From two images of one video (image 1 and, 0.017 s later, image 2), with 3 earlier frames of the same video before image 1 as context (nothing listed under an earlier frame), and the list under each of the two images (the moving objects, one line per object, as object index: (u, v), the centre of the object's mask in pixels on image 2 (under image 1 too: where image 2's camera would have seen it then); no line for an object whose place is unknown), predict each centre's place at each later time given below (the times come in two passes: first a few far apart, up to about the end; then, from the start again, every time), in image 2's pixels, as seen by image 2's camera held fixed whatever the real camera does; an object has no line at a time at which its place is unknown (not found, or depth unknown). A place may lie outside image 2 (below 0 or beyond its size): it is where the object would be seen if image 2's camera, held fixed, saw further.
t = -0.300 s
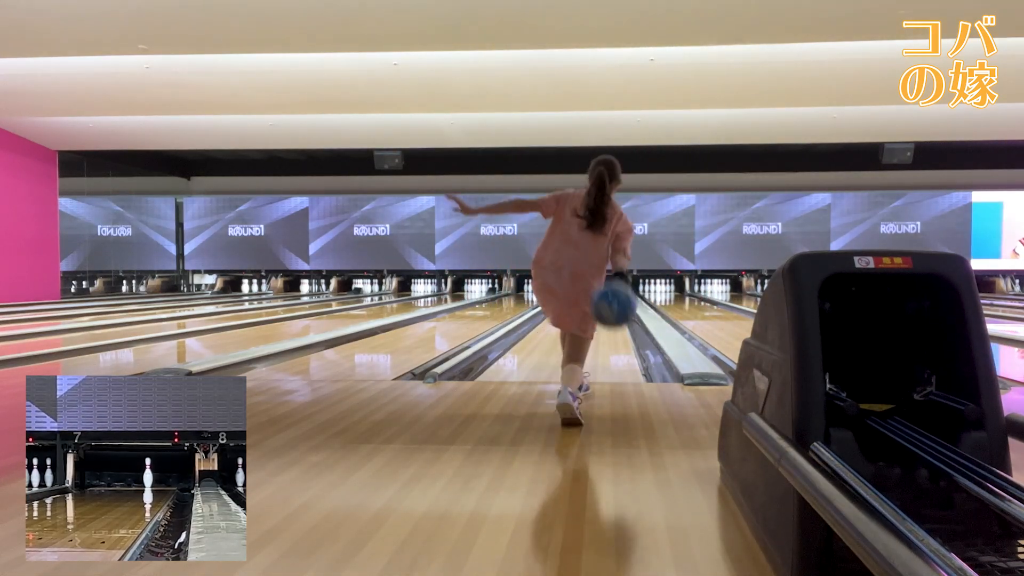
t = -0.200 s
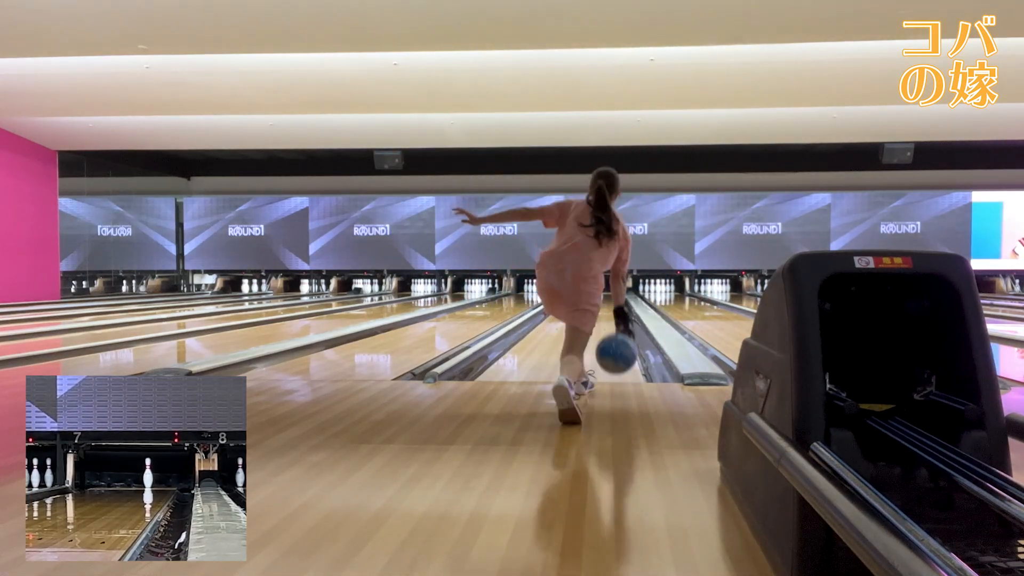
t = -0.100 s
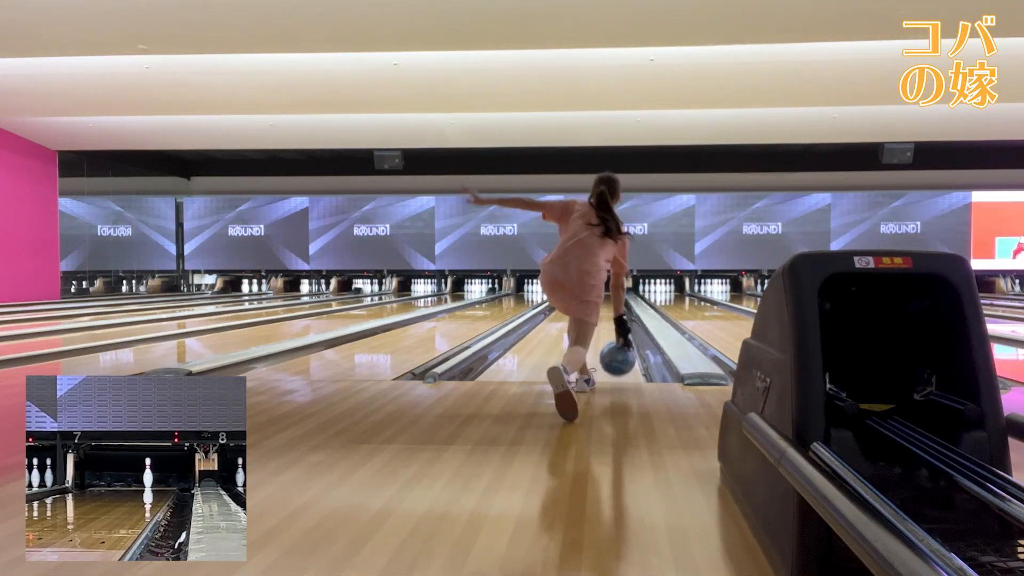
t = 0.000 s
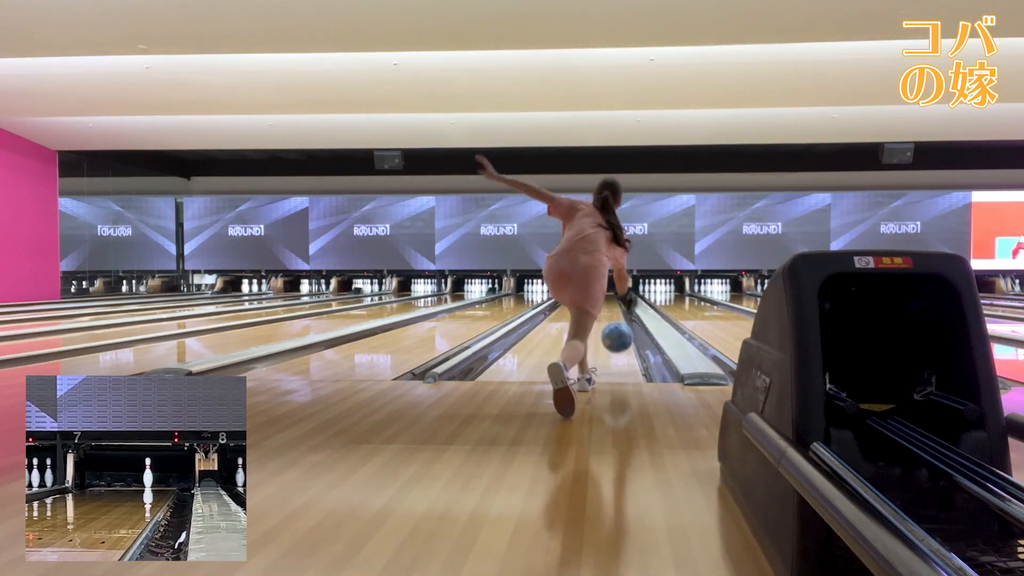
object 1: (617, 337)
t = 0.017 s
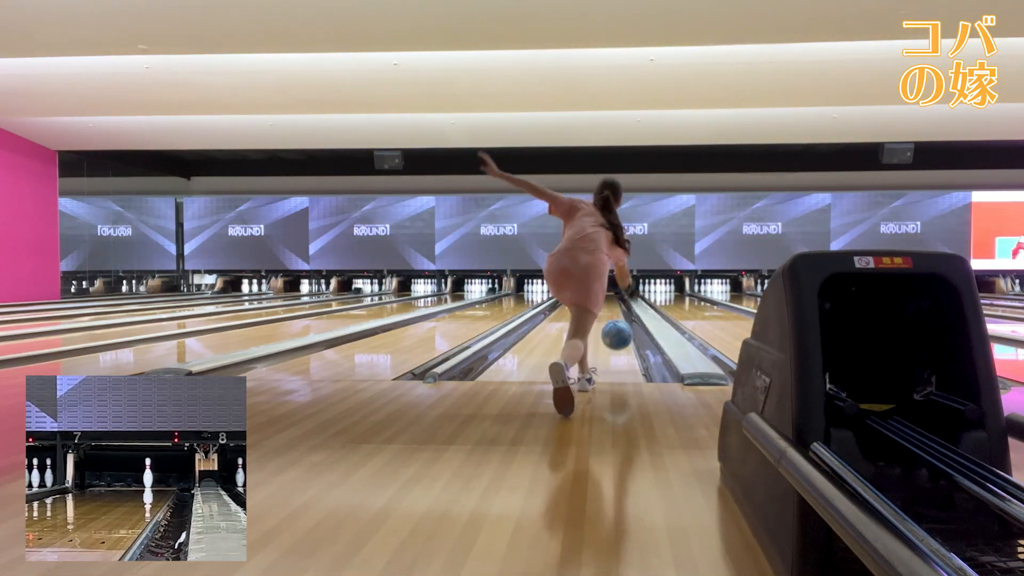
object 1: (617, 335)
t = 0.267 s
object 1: (615, 335)
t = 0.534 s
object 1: (617, 322)
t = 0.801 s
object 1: (617, 314)
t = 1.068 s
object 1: (616, 308)
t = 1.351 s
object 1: (614, 304)
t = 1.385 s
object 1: (615, 304)
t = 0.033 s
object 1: (617, 333)
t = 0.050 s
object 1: (617, 332)
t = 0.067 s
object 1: (616, 331)
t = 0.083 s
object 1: (616, 330)
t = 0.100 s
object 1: (616, 330)
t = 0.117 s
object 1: (616, 330)
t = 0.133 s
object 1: (616, 331)
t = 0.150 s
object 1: (616, 331)
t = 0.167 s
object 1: (616, 333)
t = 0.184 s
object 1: (616, 334)
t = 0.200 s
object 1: (616, 336)
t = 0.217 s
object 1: (616, 338)
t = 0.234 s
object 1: (616, 338)
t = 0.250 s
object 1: (616, 336)
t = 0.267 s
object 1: (615, 335)
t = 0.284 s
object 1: (615, 334)
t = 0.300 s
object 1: (615, 334)
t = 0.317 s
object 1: (615, 333)
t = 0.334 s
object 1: (615, 332)
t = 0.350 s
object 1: (615, 331)
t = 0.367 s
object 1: (615, 330)
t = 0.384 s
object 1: (615, 329)
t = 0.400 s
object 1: (614, 329)
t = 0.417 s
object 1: (614, 328)
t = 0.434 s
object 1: (614, 327)
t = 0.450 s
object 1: (615, 326)
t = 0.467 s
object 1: (615, 325)
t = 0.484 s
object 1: (615, 325)
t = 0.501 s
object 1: (616, 324)
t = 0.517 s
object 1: (616, 323)
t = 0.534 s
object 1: (617, 322)
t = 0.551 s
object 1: (617, 322)
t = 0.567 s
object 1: (617, 321)
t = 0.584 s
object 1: (617, 320)
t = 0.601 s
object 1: (617, 319)
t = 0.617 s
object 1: (618, 318)
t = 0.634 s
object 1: (618, 318)
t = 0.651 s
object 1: (618, 317)
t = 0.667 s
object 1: (617, 317)
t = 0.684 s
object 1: (617, 316)
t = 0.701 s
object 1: (617, 316)
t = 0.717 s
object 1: (617, 315)
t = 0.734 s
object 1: (617, 315)
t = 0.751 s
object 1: (617, 315)
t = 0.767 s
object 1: (617, 314)
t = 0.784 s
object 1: (617, 314)
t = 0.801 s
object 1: (617, 314)
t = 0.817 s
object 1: (617, 313)
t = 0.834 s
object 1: (617, 313)
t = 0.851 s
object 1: (617, 312)
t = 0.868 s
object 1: (617, 311)
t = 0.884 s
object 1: (617, 311)
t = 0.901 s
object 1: (617, 311)
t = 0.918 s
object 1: (617, 311)
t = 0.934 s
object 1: (617, 310)
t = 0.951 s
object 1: (617, 310)
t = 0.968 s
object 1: (617, 310)
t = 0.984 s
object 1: (617, 310)
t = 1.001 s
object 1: (617, 309)
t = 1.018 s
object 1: (617, 309)
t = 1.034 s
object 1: (617, 308)
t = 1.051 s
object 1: (617, 308)
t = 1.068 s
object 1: (616, 308)
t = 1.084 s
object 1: (616, 307)
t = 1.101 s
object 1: (616, 307)
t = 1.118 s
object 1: (616, 307)
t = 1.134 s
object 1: (615, 306)
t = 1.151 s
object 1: (615, 306)
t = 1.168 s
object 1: (615, 305)
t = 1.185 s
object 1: (614, 306)
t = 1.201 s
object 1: (614, 305)
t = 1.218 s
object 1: (614, 305)
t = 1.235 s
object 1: (614, 305)
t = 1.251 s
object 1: (614, 305)
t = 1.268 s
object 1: (614, 304)
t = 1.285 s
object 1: (614, 304)
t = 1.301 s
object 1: (614, 304)
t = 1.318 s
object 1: (614, 304)
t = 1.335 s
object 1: (614, 304)
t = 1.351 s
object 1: (614, 304)
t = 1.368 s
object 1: (614, 304)
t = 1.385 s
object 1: (615, 304)
